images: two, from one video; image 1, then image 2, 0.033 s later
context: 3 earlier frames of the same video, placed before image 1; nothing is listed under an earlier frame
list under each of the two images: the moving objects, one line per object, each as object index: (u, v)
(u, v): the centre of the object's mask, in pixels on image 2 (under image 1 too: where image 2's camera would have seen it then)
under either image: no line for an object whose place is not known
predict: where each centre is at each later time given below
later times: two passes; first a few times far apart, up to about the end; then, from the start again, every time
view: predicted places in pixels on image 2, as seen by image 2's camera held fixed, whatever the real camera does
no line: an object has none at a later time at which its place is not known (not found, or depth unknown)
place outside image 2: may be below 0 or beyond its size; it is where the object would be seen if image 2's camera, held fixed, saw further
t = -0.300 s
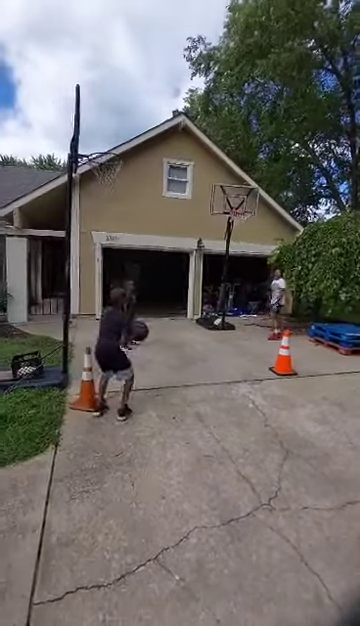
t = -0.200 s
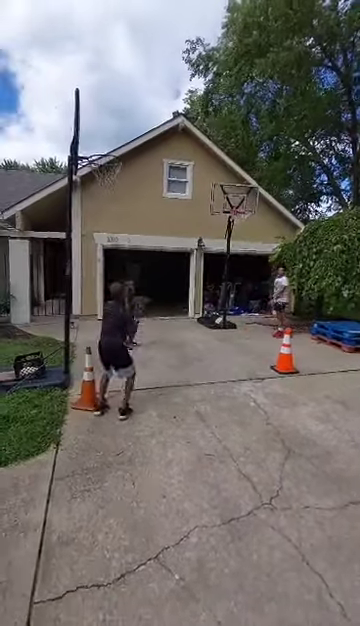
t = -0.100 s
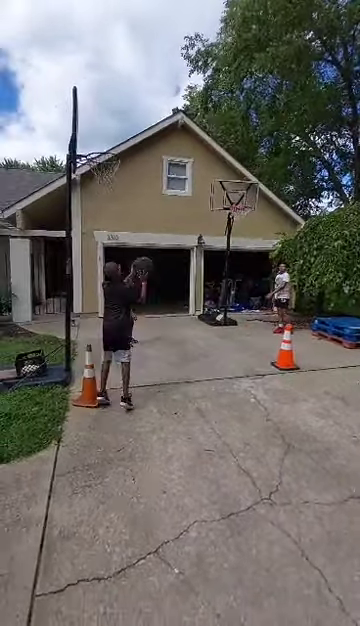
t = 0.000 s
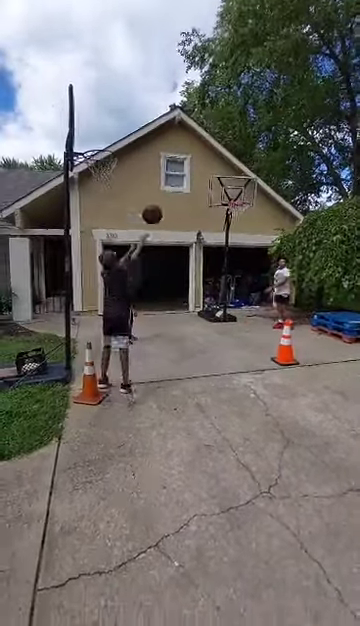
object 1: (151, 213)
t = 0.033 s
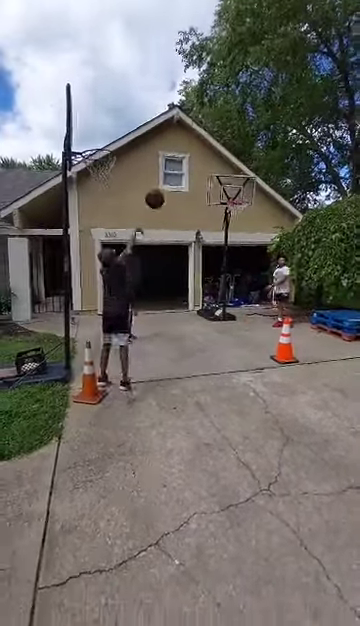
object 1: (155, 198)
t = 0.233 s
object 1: (174, 139)
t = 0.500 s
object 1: (196, 114)
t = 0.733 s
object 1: (209, 131)
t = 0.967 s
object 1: (219, 170)
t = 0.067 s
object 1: (158, 185)
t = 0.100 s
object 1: (161, 174)
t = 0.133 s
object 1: (164, 163)
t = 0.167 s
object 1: (168, 154)
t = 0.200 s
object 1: (172, 145)
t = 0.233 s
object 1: (174, 139)
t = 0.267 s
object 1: (178, 133)
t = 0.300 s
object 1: (181, 129)
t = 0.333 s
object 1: (184, 124)
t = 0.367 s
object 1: (186, 121)
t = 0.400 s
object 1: (187, 119)
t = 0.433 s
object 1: (188, 117)
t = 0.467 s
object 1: (192, 116)
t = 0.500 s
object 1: (196, 114)
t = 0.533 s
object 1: (198, 115)
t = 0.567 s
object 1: (200, 116)
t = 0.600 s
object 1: (202, 119)
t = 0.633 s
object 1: (204, 121)
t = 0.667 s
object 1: (206, 124)
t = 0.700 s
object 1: (207, 128)
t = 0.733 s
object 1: (209, 131)
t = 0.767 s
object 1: (210, 136)
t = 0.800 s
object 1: (214, 140)
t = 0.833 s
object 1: (215, 147)
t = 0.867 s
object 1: (216, 153)
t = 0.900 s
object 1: (217, 159)
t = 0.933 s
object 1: (218, 164)
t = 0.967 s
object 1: (219, 170)
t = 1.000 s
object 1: (220, 177)
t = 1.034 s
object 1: (221, 184)
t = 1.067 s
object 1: (222, 191)
